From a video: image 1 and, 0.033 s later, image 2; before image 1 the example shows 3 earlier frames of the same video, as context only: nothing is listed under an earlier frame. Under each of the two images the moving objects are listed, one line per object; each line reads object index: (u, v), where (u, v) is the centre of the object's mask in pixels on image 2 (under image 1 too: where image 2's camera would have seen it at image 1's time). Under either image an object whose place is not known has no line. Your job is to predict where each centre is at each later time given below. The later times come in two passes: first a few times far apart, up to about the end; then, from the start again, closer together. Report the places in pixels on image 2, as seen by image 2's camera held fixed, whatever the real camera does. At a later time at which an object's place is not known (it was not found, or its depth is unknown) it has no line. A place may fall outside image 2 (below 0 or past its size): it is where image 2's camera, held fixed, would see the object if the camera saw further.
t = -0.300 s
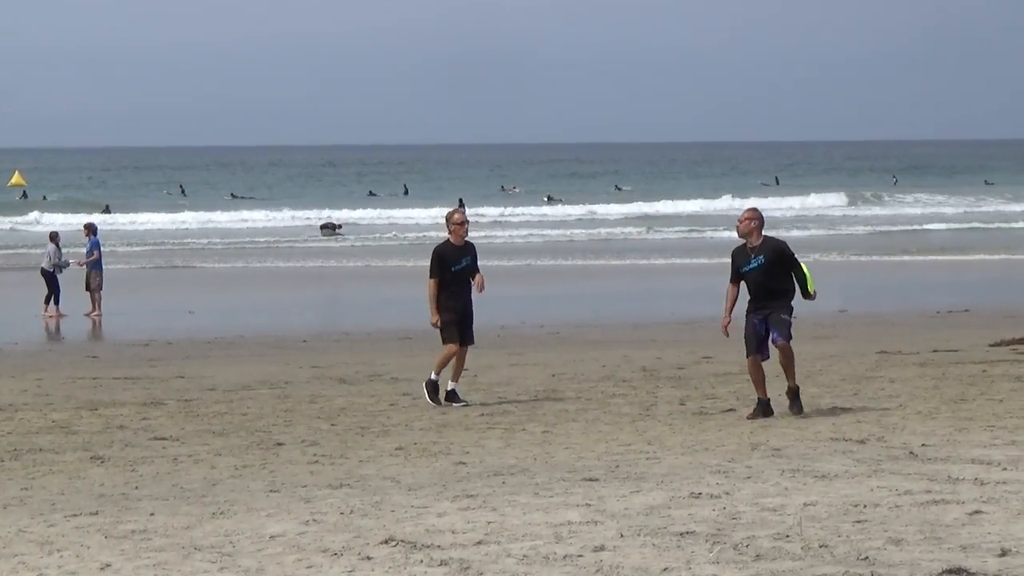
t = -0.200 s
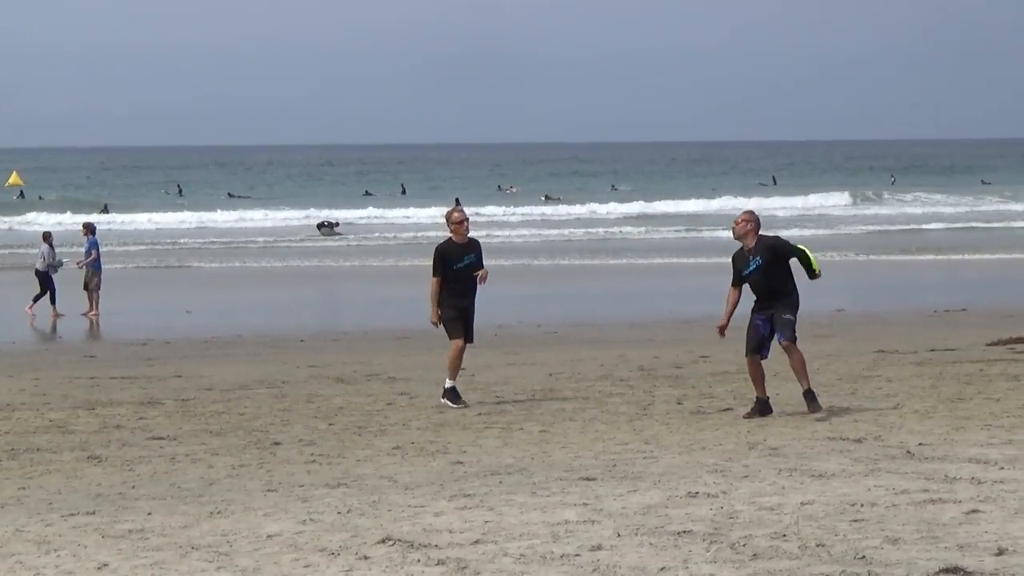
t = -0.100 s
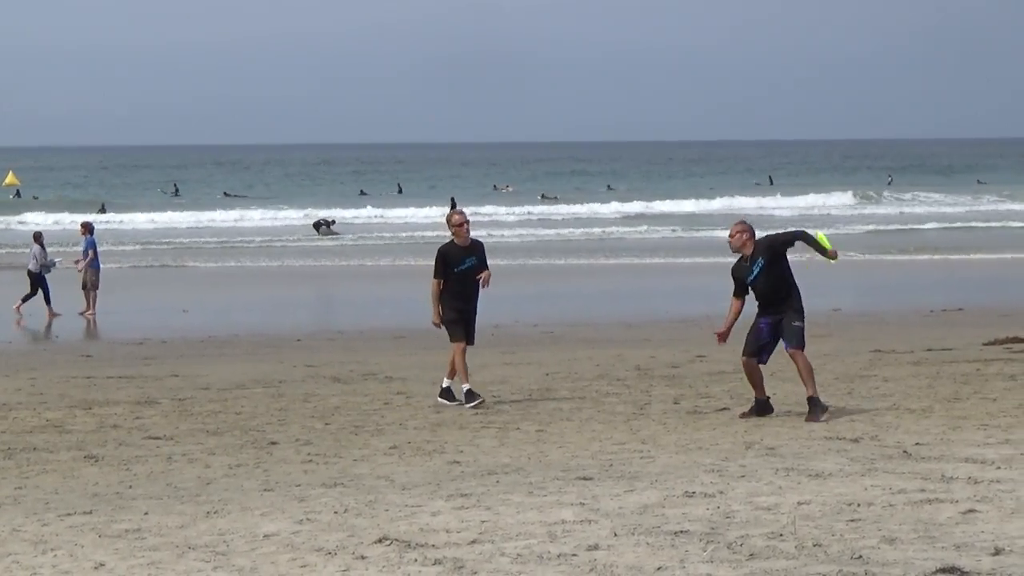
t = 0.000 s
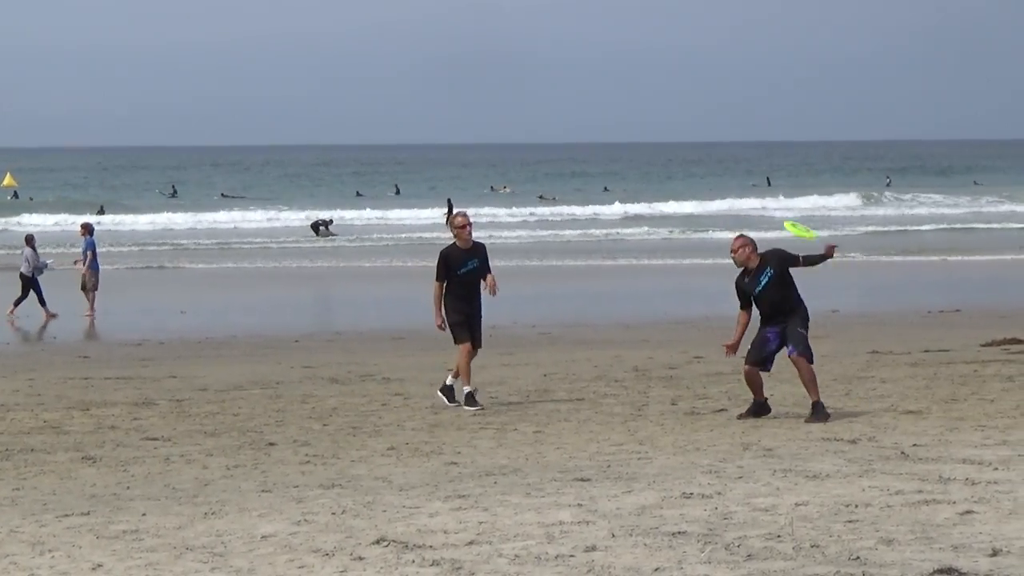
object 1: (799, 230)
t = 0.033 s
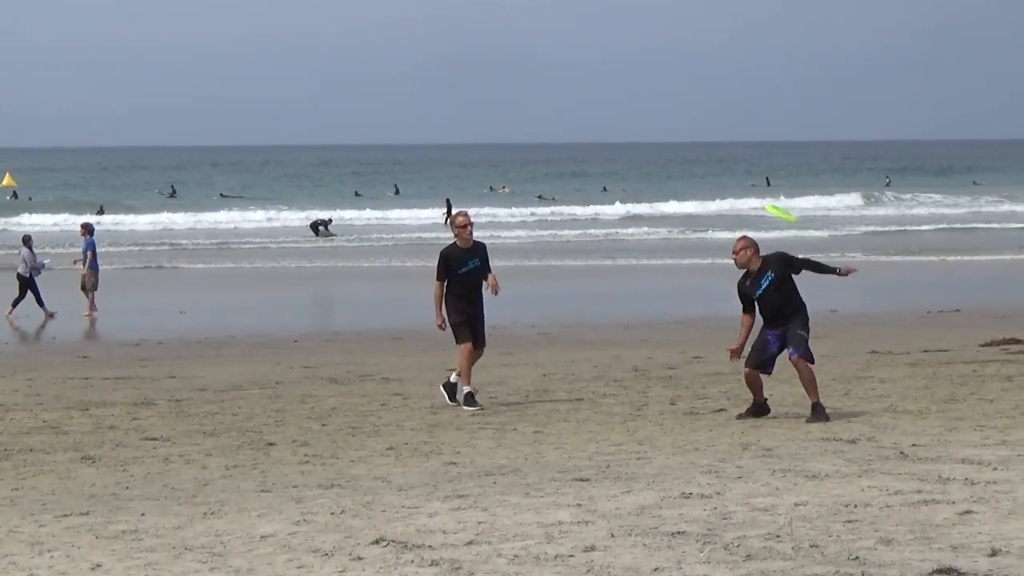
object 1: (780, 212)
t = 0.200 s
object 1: (695, 145)
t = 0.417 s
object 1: (601, 97)
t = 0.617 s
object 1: (535, 79)
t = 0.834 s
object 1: (485, 76)
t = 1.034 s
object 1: (455, 88)
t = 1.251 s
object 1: (440, 109)
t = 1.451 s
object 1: (440, 137)
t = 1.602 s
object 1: (449, 166)
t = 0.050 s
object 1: (770, 204)
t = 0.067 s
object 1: (761, 196)
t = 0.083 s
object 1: (753, 189)
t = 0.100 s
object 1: (745, 182)
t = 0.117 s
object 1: (736, 175)
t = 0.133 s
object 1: (728, 168)
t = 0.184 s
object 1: (703, 150)
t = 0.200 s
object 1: (695, 145)
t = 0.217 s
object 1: (687, 139)
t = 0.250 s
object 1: (671, 130)
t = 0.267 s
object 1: (664, 126)
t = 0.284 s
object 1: (657, 122)
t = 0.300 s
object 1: (649, 118)
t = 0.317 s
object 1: (641, 114)
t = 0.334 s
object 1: (634, 111)
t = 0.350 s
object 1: (628, 108)
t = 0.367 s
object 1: (621, 105)
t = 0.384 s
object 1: (615, 102)
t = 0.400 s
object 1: (607, 100)
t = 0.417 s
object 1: (601, 97)
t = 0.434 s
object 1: (595, 95)
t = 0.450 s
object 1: (589, 93)
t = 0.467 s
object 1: (584, 91)
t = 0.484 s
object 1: (577, 89)
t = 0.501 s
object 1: (572, 87)
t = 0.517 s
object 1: (566, 86)
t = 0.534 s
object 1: (561, 85)
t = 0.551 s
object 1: (555, 83)
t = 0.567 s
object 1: (550, 82)
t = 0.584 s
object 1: (545, 81)
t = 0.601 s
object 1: (540, 80)
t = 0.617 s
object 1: (535, 79)
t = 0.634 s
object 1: (531, 79)
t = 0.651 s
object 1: (527, 78)
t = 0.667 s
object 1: (522, 77)
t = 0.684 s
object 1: (518, 77)
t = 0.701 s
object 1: (513, 76)
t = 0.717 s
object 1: (509, 76)
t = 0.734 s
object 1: (506, 76)
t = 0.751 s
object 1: (502, 76)
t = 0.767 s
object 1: (498, 76)
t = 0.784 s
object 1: (495, 76)
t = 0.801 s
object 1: (491, 76)
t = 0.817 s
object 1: (488, 76)
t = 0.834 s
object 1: (485, 76)
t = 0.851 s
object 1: (482, 77)
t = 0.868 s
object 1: (479, 78)
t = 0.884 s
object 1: (476, 78)
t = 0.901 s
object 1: (473, 79)
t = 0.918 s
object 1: (471, 80)
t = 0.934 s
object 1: (469, 80)
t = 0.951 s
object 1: (466, 81)
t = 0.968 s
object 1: (464, 83)
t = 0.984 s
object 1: (462, 84)
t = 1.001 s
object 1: (459, 85)
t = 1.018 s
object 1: (458, 86)
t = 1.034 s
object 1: (455, 88)
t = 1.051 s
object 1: (454, 89)
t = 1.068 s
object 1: (452, 90)
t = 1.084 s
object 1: (450, 92)
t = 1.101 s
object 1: (449, 93)
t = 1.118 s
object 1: (448, 95)
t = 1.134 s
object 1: (446, 96)
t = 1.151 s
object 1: (446, 98)
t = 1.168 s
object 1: (444, 99)
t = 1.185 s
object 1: (443, 101)
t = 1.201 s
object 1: (442, 103)
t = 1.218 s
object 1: (442, 105)
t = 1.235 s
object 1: (441, 106)
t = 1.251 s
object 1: (440, 109)
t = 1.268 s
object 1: (440, 110)
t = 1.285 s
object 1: (440, 112)
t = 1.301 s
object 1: (440, 114)
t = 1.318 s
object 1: (439, 117)
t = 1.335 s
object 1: (439, 119)
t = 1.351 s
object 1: (439, 121)
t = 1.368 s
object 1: (439, 124)
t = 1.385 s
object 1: (439, 126)
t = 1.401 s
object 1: (439, 129)
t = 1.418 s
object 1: (439, 131)
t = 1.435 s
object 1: (440, 134)
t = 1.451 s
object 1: (440, 137)
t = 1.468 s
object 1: (441, 140)
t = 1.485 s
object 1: (442, 143)
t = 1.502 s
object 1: (442, 146)
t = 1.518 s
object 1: (443, 149)
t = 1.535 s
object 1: (444, 152)
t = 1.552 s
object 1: (445, 155)
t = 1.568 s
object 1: (446, 159)
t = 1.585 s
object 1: (448, 163)
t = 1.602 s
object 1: (449, 166)
